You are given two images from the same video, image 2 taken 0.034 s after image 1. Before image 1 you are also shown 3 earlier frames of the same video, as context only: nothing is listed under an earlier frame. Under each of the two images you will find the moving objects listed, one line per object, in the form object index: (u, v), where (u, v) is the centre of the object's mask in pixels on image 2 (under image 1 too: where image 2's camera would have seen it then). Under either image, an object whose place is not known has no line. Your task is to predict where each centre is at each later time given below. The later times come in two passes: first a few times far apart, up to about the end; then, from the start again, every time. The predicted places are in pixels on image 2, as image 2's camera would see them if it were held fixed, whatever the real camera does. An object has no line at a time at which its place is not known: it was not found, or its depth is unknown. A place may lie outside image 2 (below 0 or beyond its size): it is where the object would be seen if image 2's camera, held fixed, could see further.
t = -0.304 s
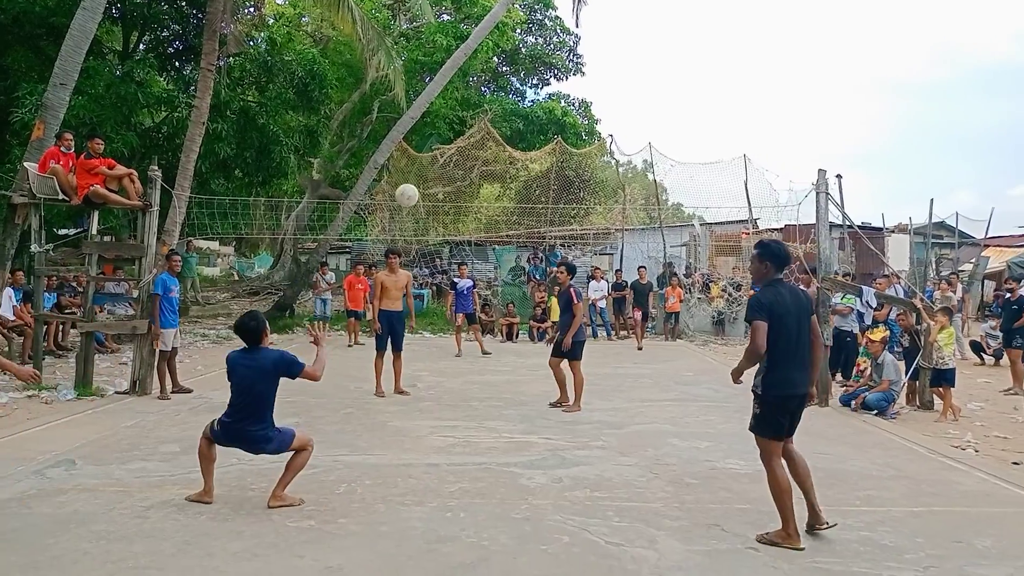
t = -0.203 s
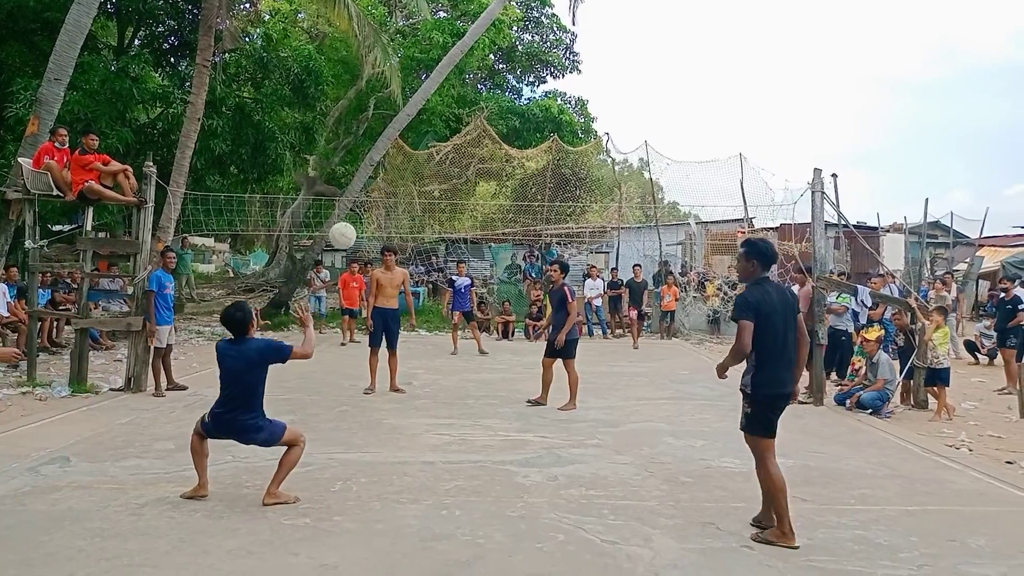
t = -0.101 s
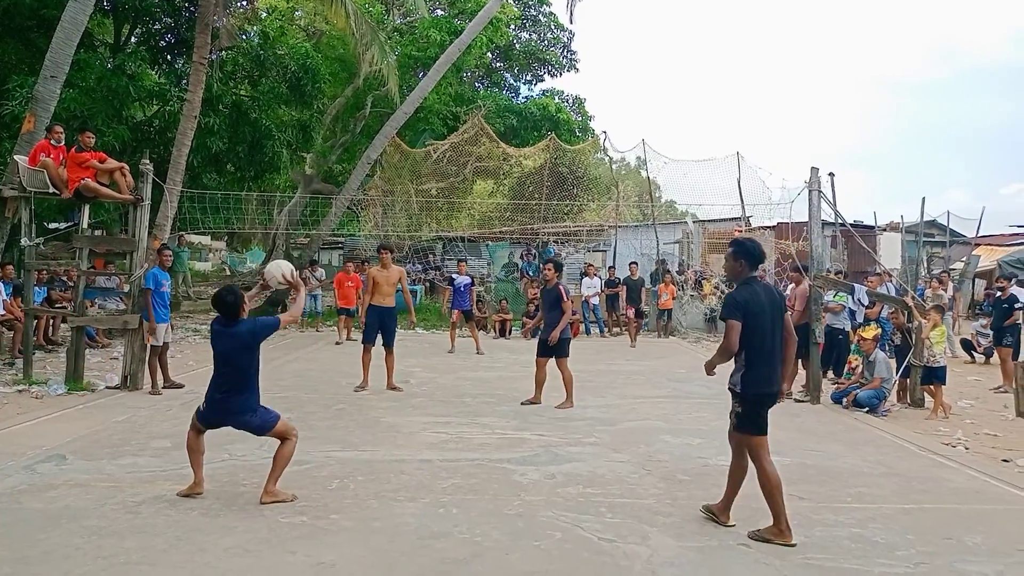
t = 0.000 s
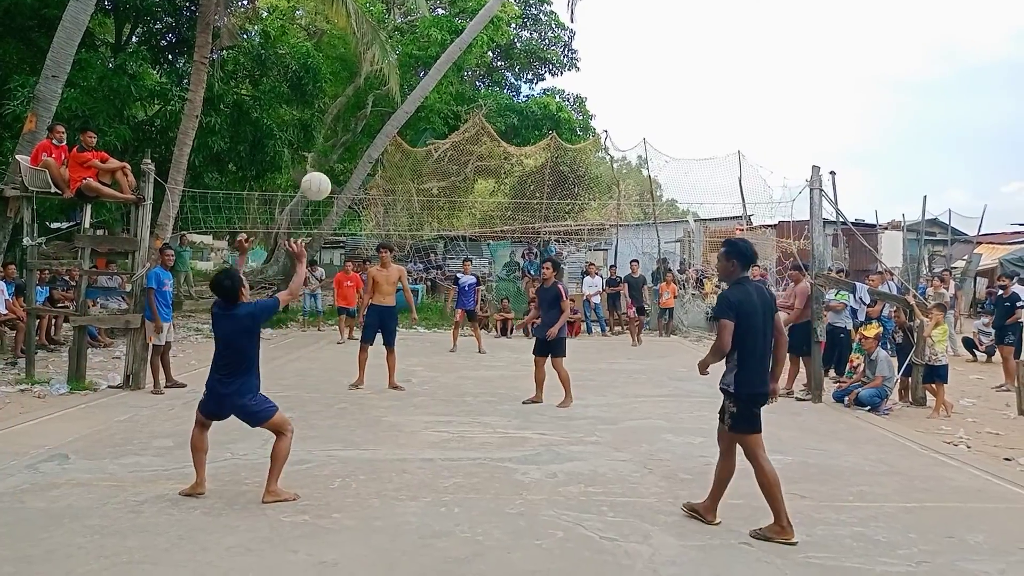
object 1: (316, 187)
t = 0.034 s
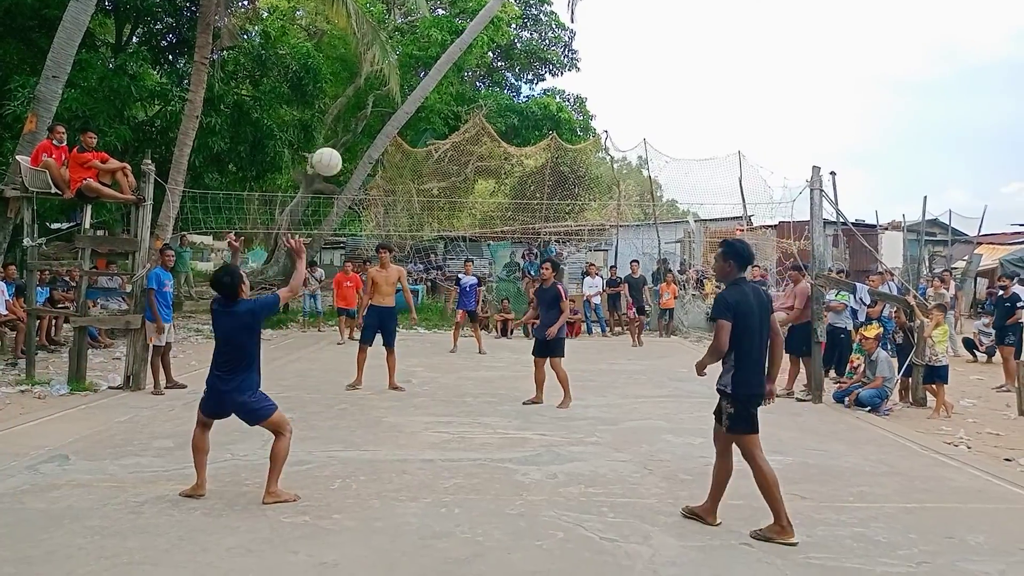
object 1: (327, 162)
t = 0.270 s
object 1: (392, 44)
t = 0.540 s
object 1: (451, 11)
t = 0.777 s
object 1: (496, 50)
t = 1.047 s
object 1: (537, 153)
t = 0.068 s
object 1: (338, 139)
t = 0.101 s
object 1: (348, 119)
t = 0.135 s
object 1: (357, 100)
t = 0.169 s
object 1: (366, 83)
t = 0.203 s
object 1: (375, 69)
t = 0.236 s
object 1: (383, 56)
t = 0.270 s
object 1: (392, 44)
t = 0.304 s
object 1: (400, 35)
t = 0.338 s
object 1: (408, 27)
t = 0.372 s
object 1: (416, 21)
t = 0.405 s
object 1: (423, 16)
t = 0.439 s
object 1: (431, 12)
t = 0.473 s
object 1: (437, 11)
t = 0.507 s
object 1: (445, 11)
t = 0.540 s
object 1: (451, 11)
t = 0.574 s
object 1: (459, 14)
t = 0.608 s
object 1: (465, 16)
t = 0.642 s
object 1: (471, 21)
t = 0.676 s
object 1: (478, 27)
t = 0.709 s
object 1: (484, 33)
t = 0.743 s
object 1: (490, 41)
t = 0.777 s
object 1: (496, 50)
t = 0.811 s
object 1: (501, 60)
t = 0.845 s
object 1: (507, 70)
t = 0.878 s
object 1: (512, 82)
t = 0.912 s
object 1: (518, 95)
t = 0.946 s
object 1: (522, 108)
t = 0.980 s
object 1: (527, 123)
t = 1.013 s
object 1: (532, 138)
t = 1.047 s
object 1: (537, 153)
